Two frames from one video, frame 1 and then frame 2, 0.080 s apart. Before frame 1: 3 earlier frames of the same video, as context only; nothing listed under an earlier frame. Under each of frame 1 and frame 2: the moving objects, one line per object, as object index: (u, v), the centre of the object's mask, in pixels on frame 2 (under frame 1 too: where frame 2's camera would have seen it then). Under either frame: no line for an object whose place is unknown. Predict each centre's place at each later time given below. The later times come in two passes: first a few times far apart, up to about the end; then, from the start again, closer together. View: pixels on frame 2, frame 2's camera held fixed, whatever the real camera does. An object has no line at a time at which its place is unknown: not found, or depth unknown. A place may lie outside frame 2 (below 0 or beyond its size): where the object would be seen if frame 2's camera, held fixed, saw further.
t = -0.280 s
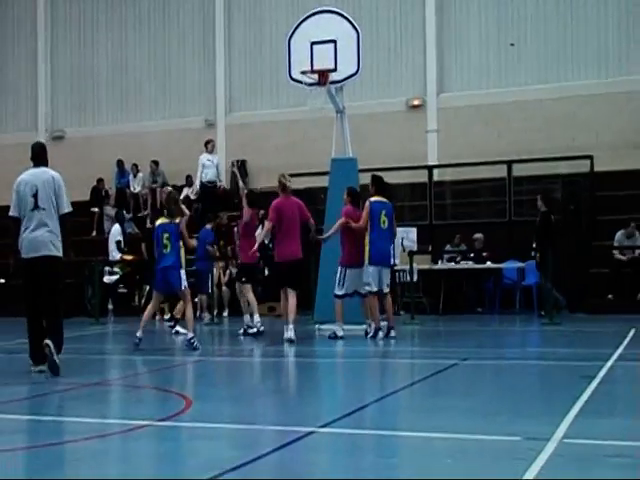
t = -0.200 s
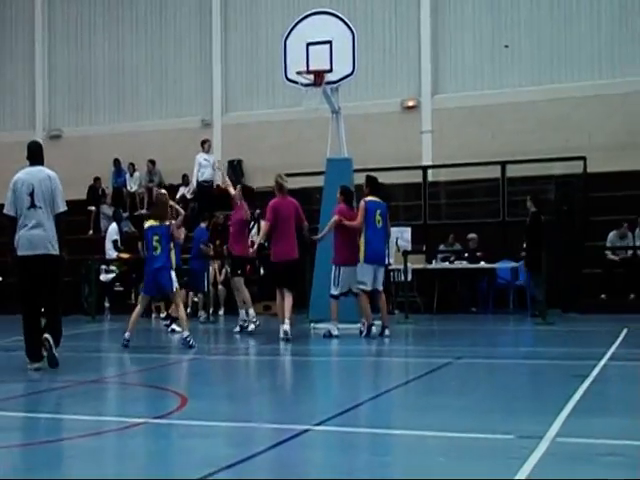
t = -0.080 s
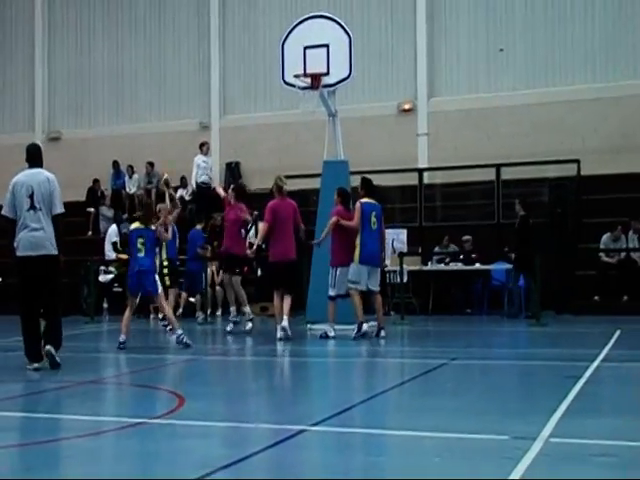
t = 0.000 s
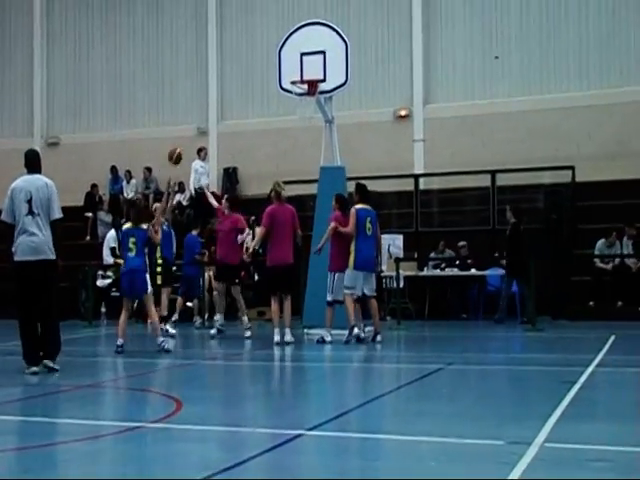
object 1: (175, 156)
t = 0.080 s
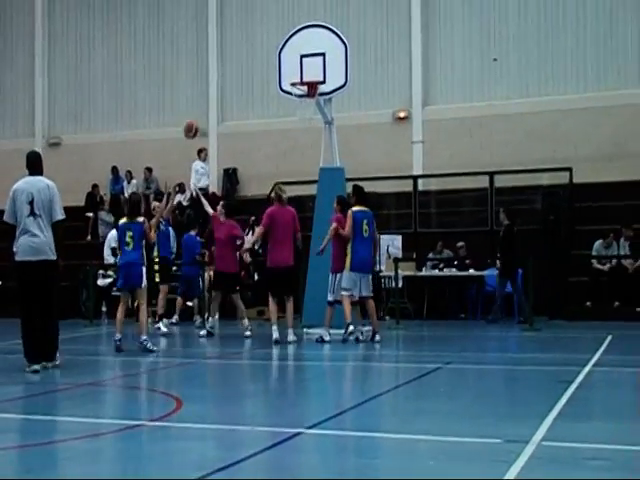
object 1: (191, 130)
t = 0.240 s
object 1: (221, 94)
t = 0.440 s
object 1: (263, 69)
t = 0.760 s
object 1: (303, 83)
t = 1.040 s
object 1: (315, 117)
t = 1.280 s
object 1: (338, 192)
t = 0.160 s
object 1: (206, 109)
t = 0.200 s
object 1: (213, 99)
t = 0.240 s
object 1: (221, 94)
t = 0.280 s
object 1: (230, 85)
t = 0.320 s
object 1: (238, 79)
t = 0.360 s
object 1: (247, 75)
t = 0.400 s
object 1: (254, 71)
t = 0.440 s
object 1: (263, 69)
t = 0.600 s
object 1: (297, 73)
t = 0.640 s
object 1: (306, 75)
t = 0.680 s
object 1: (311, 79)
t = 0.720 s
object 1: (310, 80)
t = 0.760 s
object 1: (303, 83)
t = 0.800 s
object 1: (299, 86)
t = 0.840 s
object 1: (298, 88)
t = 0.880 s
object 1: (299, 90)
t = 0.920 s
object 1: (303, 95)
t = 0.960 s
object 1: (305, 99)
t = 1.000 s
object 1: (313, 110)
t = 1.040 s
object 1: (315, 117)
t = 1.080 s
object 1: (318, 126)
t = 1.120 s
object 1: (322, 137)
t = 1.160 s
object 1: (326, 150)
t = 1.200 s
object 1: (329, 162)
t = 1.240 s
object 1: (334, 177)
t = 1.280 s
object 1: (338, 192)
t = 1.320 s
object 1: (341, 210)
